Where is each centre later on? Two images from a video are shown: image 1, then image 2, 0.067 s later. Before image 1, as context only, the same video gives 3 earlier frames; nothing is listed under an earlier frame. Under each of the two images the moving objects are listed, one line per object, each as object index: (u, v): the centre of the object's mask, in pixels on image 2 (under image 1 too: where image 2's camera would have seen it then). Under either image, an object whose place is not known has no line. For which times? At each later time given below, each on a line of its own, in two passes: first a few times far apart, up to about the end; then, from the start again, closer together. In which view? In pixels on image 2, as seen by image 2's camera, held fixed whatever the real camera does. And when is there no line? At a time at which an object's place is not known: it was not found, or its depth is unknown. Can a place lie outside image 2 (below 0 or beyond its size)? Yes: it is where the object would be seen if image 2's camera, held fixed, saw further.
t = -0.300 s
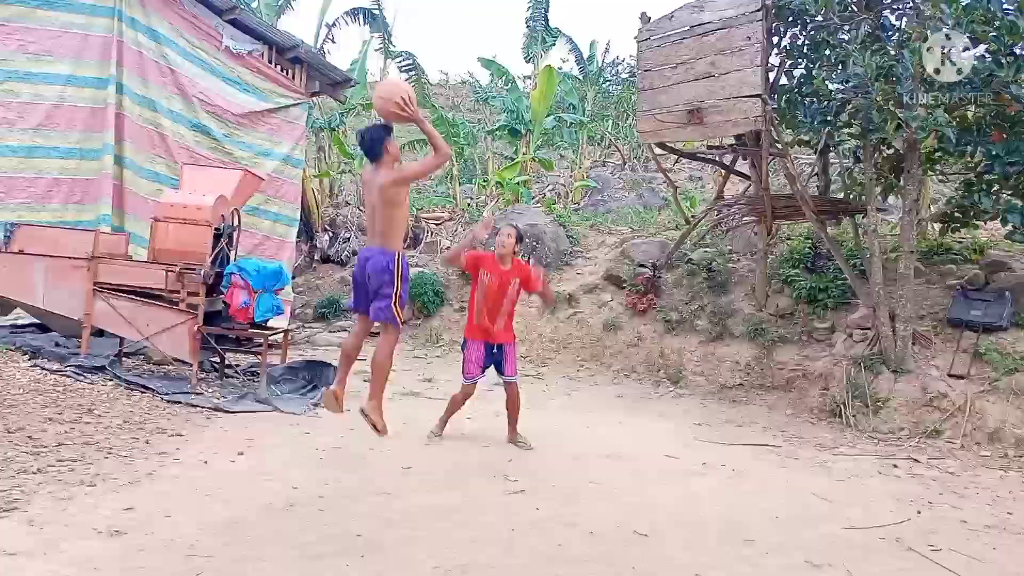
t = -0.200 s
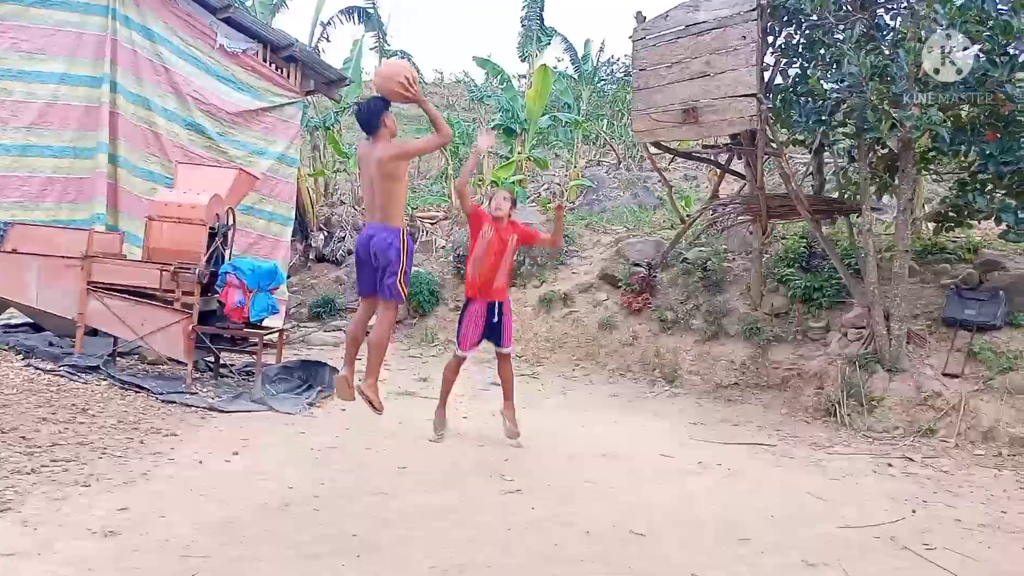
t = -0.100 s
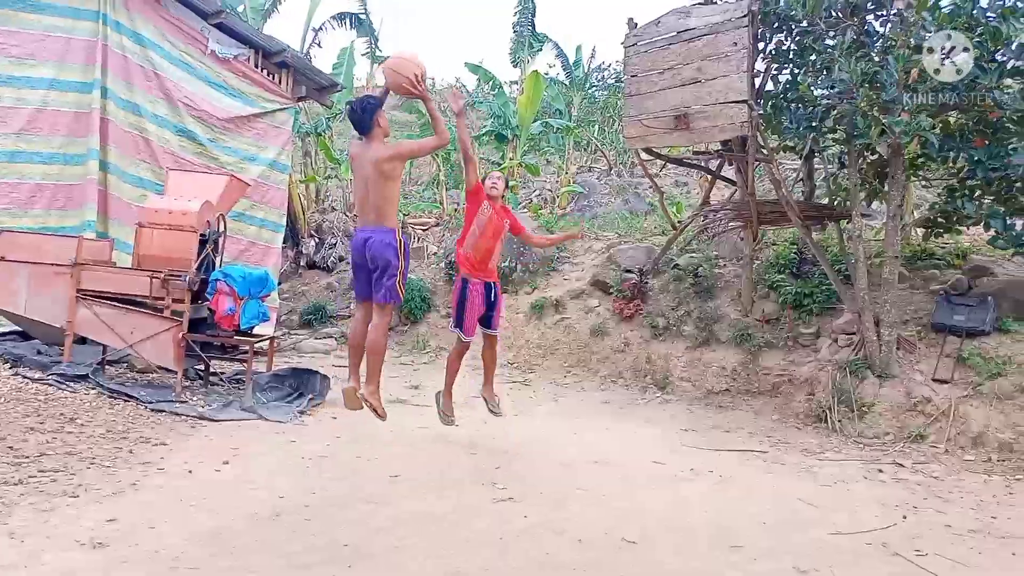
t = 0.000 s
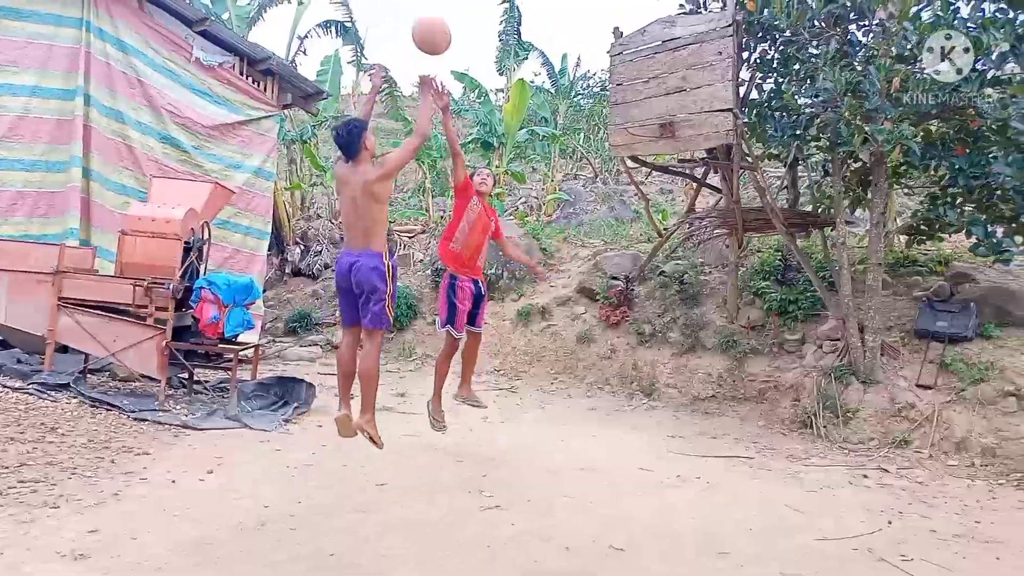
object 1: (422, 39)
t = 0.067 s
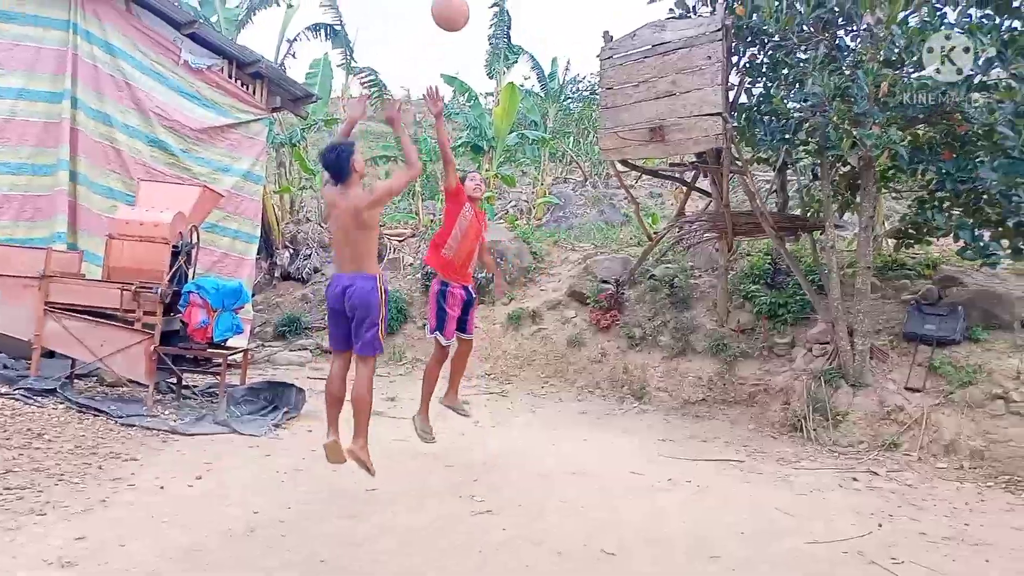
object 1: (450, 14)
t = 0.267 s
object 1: (521, -9)
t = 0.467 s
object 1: (576, 12)
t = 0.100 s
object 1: (465, 9)
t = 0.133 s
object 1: (478, 5)
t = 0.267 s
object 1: (521, -9)
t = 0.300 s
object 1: (531, -10)
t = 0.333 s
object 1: (541, -9)
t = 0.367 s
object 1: (549, -7)
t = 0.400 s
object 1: (559, -4)
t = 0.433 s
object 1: (568, 3)
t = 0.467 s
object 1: (576, 12)
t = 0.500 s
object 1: (583, 21)
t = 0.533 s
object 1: (590, 32)
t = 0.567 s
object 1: (599, 45)
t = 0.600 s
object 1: (607, 59)
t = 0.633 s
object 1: (611, 74)
